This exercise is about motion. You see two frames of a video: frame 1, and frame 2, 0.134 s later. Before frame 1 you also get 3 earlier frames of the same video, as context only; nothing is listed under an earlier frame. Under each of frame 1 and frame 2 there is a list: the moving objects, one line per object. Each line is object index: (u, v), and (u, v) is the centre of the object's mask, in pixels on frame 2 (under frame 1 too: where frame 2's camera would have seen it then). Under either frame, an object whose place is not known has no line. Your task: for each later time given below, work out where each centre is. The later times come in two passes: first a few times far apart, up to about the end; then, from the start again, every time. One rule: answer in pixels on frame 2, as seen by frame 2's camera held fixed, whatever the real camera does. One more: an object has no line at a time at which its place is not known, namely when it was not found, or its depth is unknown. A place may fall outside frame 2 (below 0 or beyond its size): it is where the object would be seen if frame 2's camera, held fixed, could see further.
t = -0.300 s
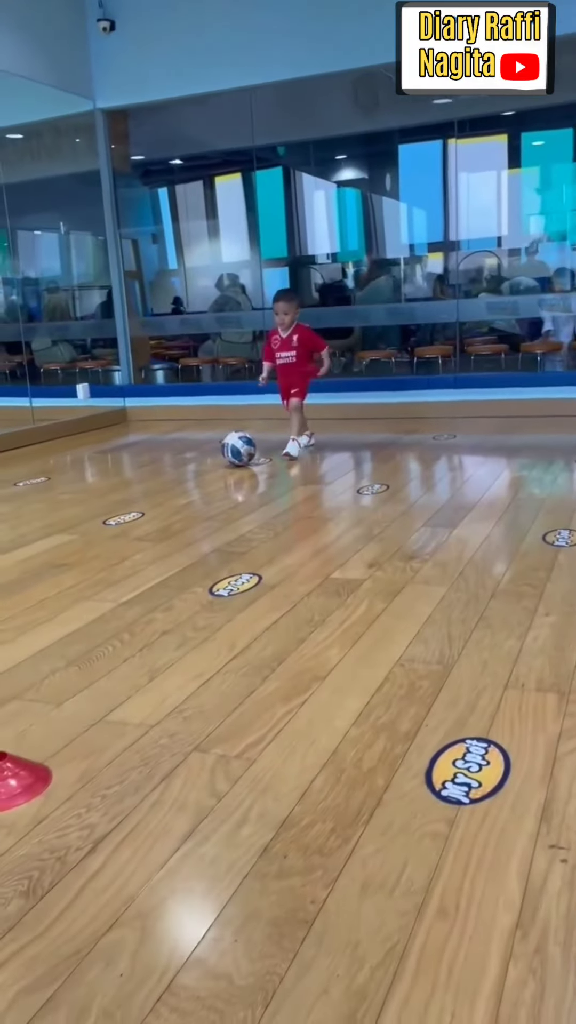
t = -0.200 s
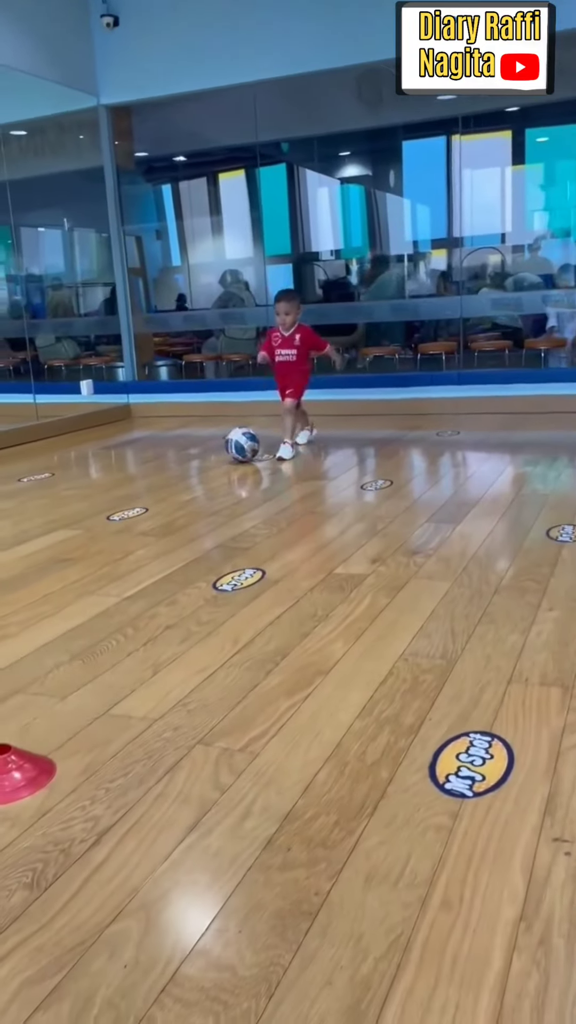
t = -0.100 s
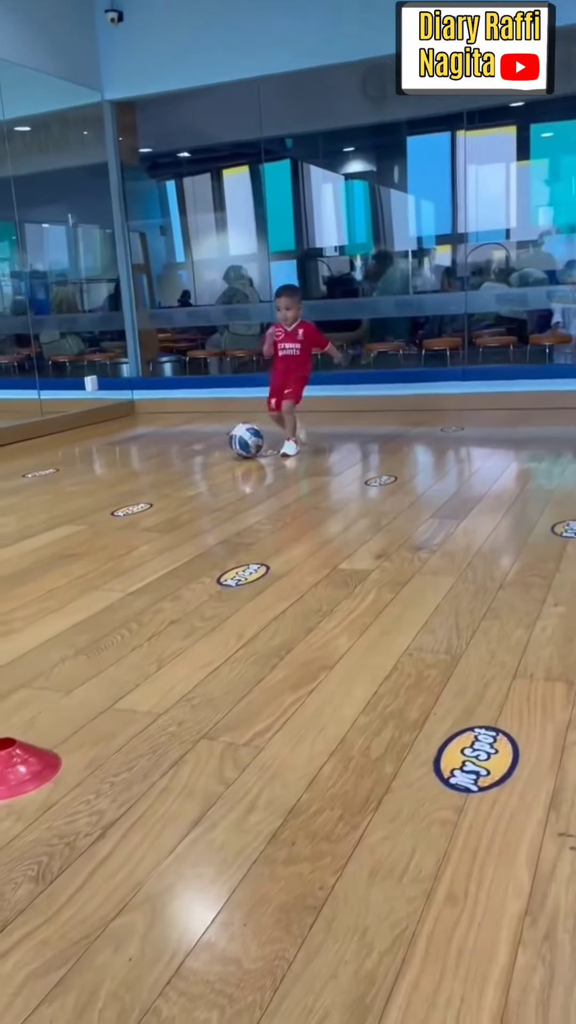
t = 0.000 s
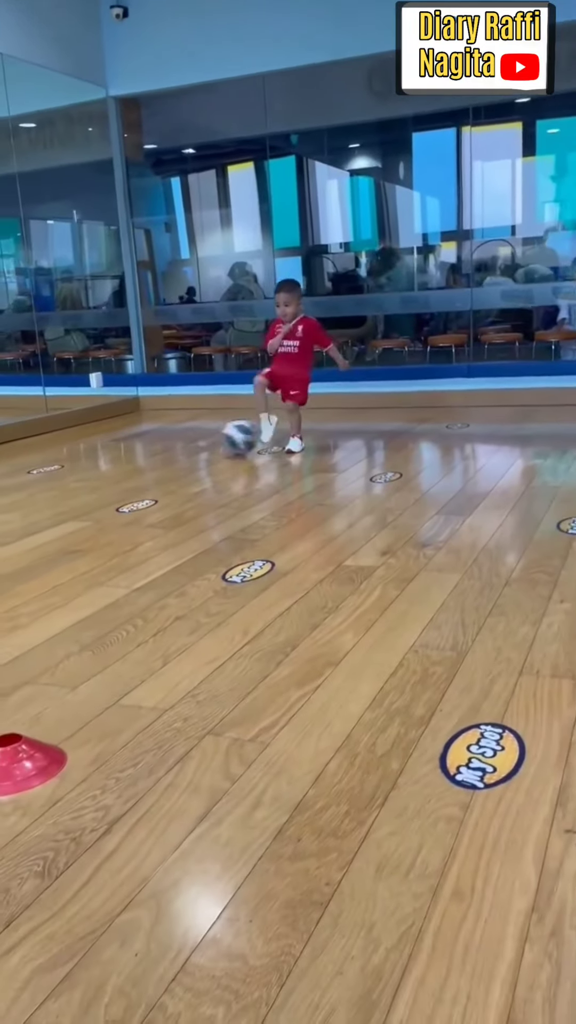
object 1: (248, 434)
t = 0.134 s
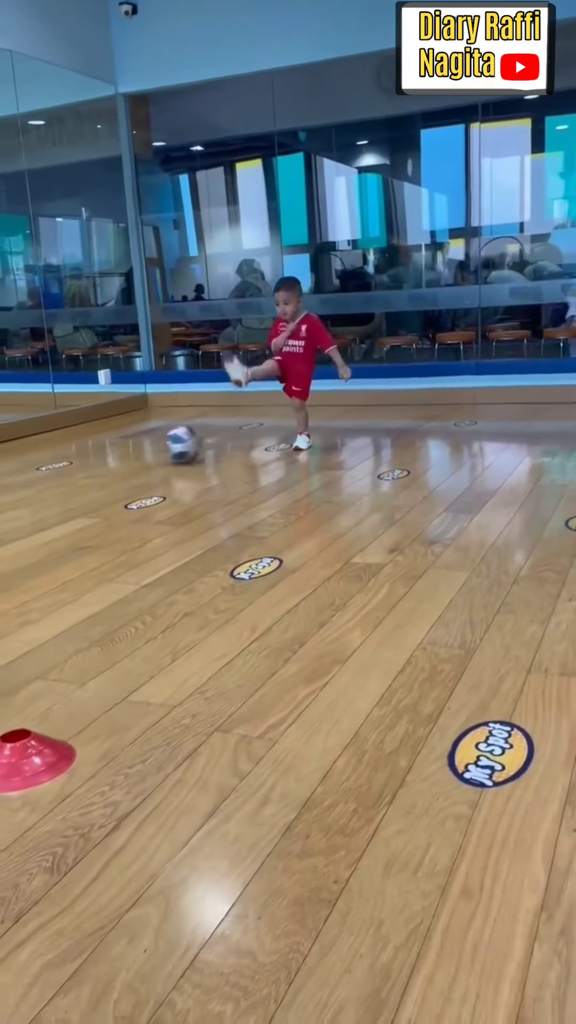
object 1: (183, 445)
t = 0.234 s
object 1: (140, 451)
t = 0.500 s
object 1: (30, 466)
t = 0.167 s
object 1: (168, 447)
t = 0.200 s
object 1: (153, 449)
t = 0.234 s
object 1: (140, 451)
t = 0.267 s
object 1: (125, 453)
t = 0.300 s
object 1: (112, 453)
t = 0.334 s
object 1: (98, 457)
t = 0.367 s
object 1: (84, 459)
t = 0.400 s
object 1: (70, 460)
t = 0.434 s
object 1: (57, 462)
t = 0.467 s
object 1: (44, 464)
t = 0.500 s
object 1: (30, 466)
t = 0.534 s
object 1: (15, 468)
